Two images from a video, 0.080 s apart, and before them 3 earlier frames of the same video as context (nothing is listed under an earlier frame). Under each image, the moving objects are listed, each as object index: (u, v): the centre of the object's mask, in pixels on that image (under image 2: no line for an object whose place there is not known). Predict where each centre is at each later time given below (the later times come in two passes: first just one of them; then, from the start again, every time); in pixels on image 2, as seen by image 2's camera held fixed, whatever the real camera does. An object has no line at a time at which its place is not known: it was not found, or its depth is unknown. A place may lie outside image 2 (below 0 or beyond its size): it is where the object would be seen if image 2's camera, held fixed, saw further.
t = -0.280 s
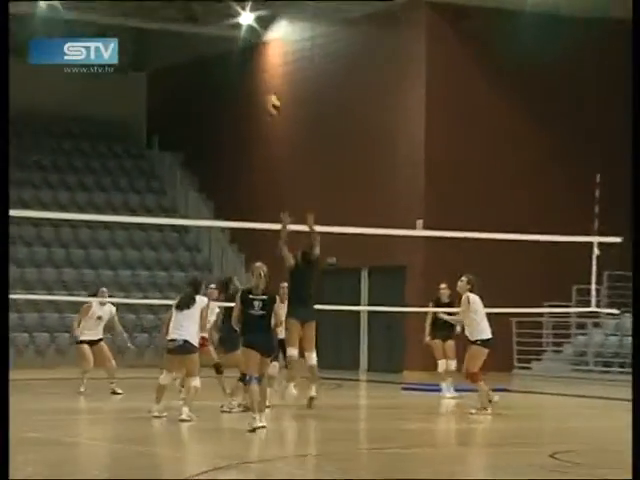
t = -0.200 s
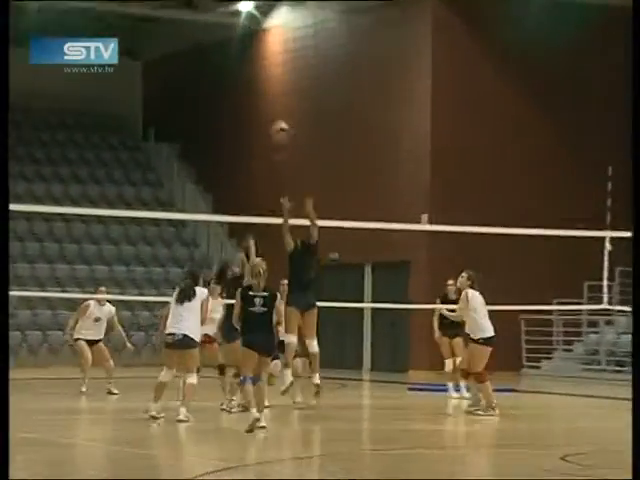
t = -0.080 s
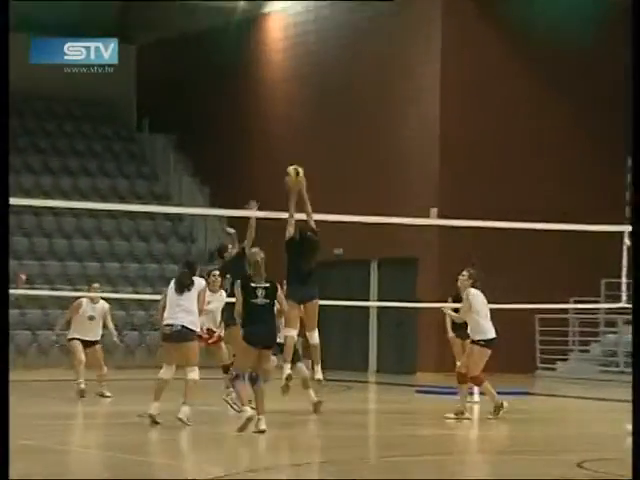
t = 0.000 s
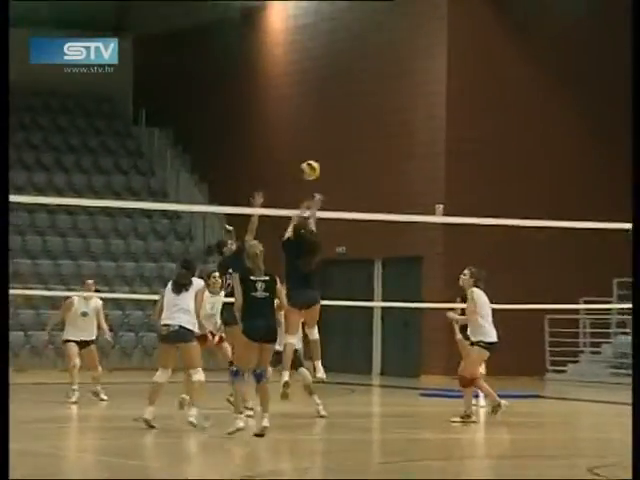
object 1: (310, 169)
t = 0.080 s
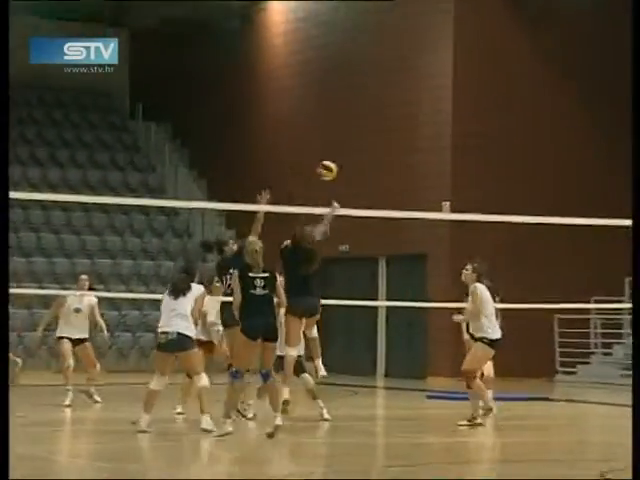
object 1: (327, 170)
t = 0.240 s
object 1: (353, 193)
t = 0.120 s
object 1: (334, 174)
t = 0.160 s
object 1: (340, 180)
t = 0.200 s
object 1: (346, 188)
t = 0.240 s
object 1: (353, 193)
